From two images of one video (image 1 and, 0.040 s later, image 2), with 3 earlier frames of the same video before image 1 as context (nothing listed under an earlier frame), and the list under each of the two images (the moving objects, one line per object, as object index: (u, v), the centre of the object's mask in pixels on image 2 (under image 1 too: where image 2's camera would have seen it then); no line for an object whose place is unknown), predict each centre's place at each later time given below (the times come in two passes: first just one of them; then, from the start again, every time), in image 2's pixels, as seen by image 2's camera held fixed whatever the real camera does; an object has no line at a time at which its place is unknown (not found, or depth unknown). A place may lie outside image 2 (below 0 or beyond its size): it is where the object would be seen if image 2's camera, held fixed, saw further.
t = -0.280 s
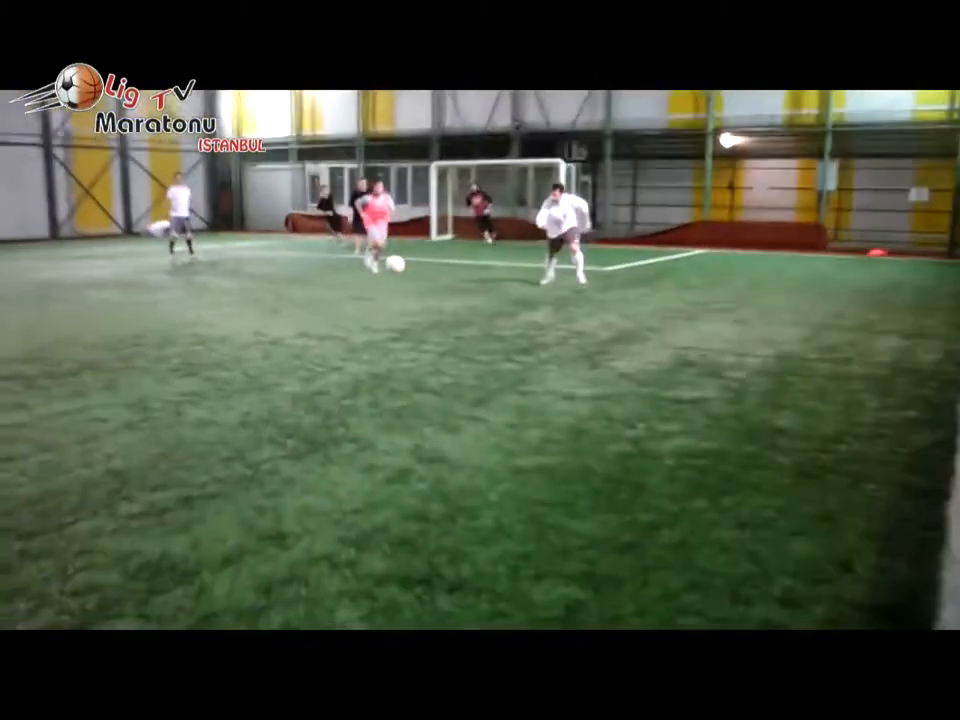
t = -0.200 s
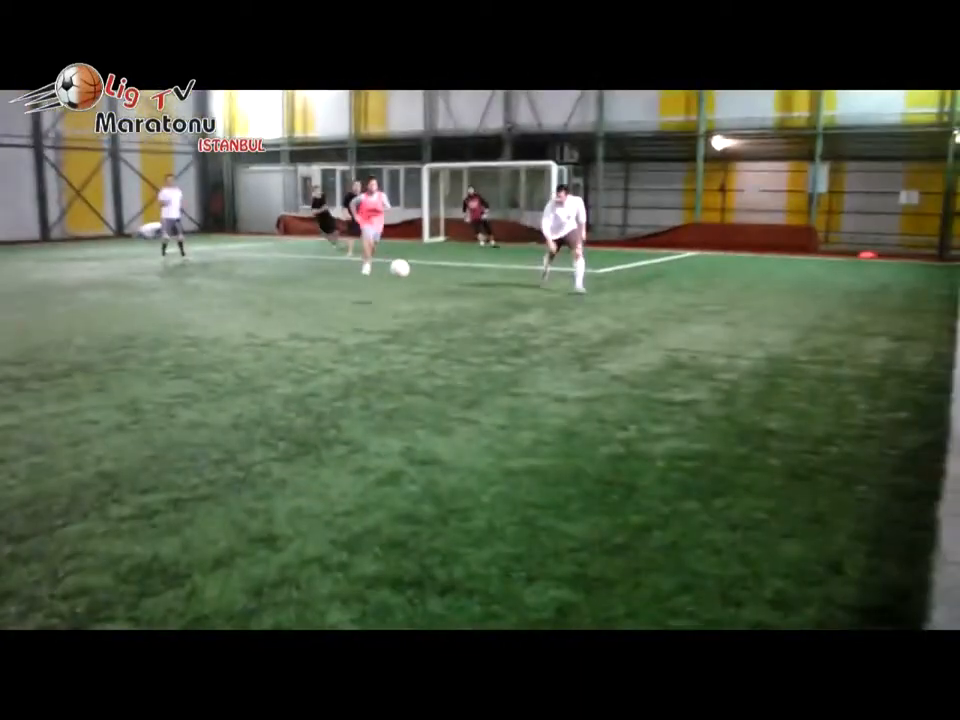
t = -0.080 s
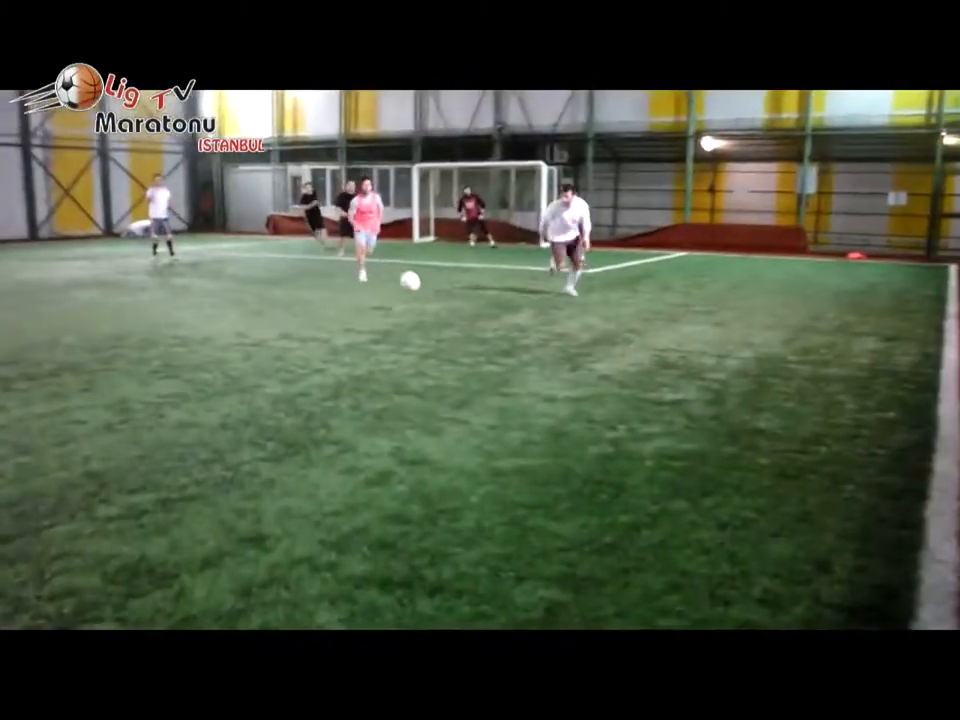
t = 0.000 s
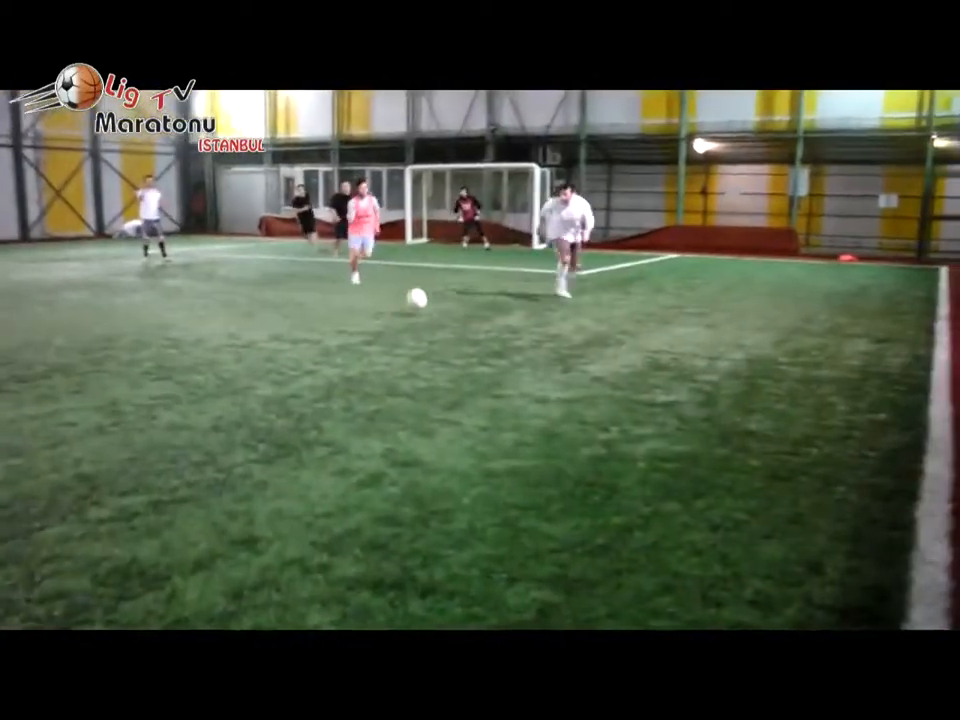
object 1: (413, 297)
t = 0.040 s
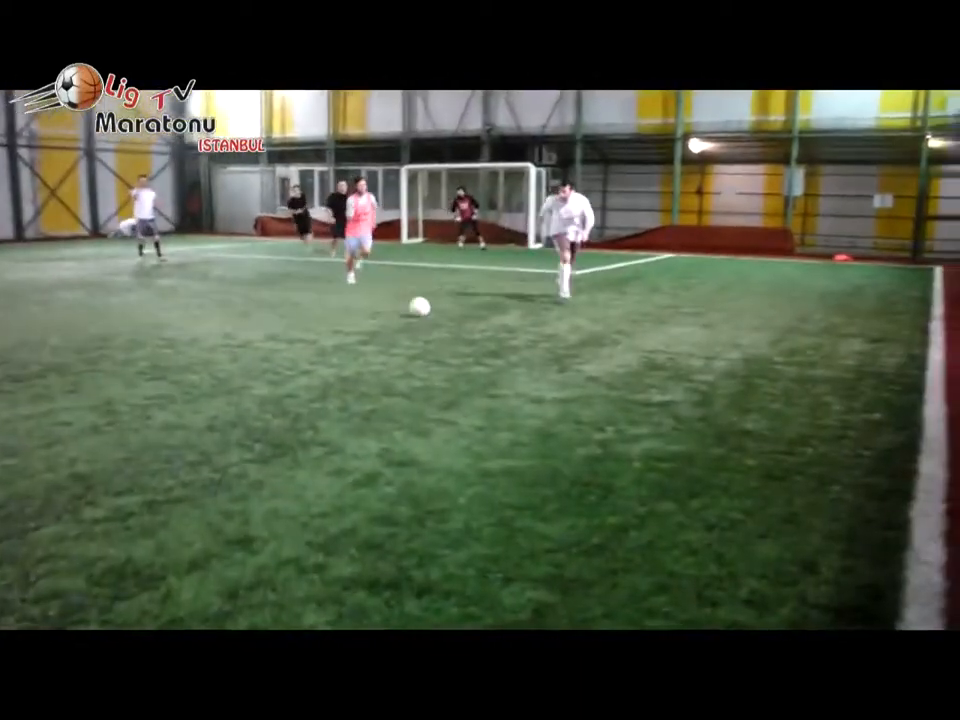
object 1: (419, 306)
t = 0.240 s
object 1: (452, 299)
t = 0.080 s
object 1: (425, 303)
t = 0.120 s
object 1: (432, 300)
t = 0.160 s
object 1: (438, 299)
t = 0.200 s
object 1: (445, 297)
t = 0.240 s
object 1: (452, 299)
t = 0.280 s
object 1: (458, 297)
